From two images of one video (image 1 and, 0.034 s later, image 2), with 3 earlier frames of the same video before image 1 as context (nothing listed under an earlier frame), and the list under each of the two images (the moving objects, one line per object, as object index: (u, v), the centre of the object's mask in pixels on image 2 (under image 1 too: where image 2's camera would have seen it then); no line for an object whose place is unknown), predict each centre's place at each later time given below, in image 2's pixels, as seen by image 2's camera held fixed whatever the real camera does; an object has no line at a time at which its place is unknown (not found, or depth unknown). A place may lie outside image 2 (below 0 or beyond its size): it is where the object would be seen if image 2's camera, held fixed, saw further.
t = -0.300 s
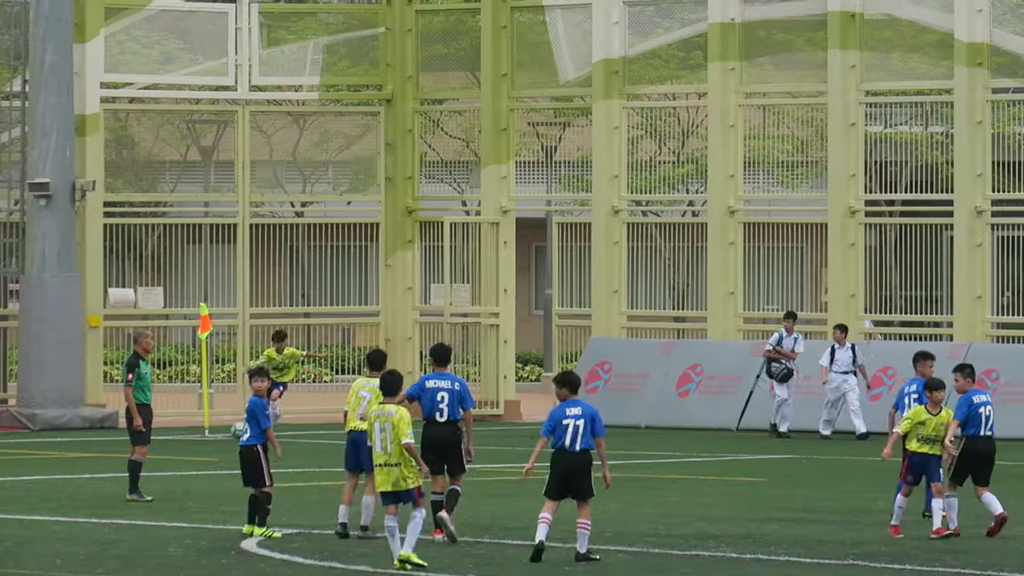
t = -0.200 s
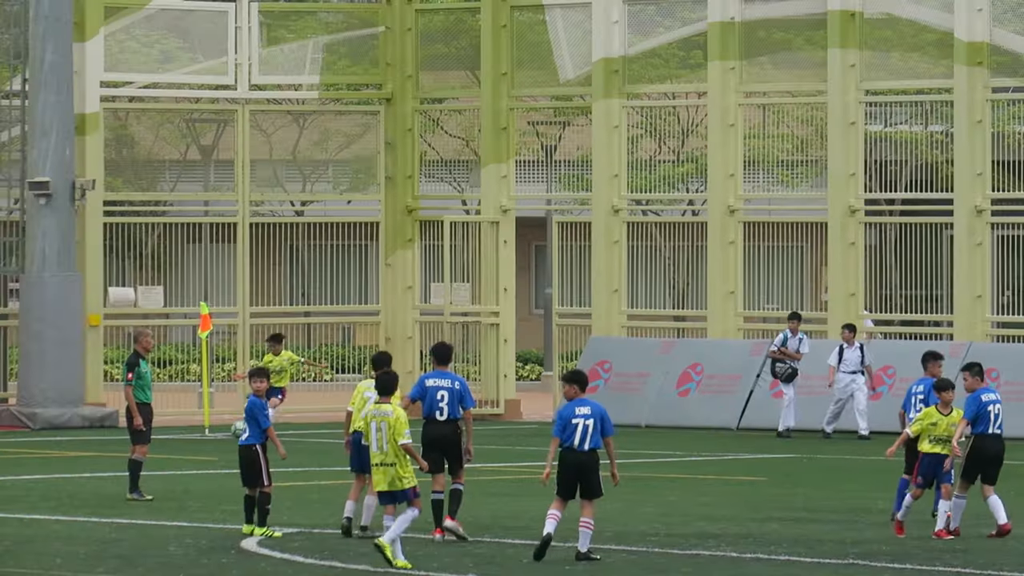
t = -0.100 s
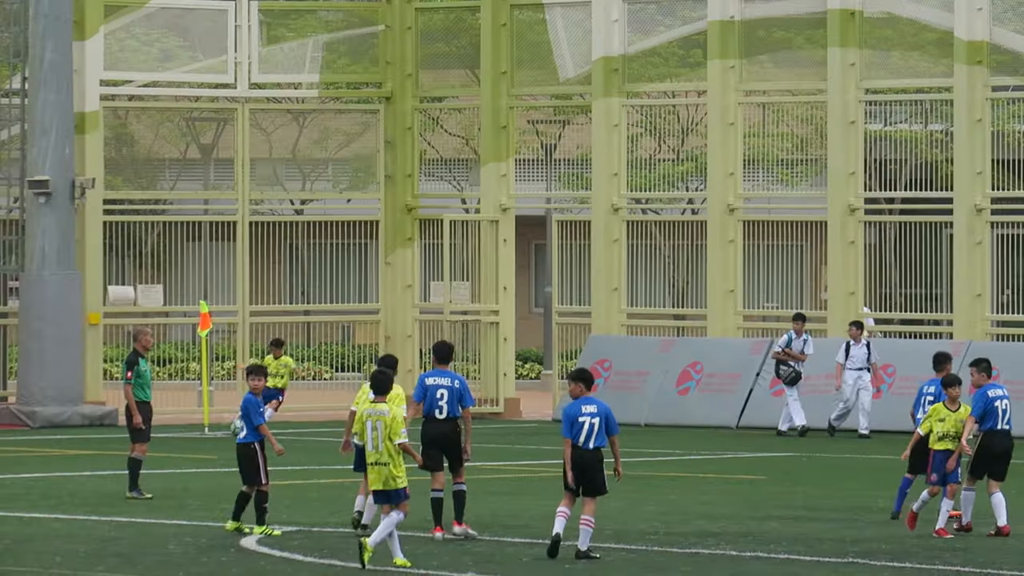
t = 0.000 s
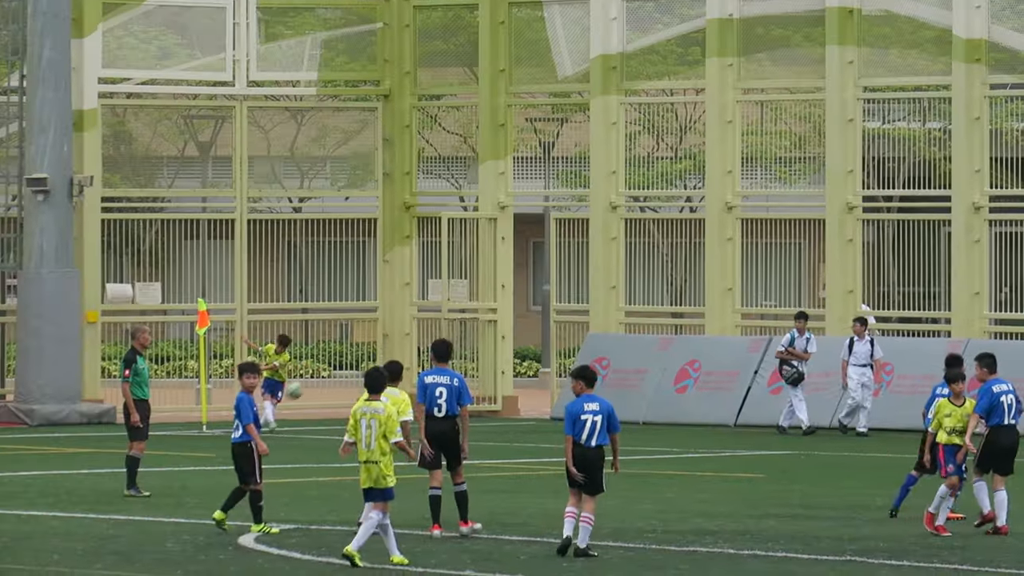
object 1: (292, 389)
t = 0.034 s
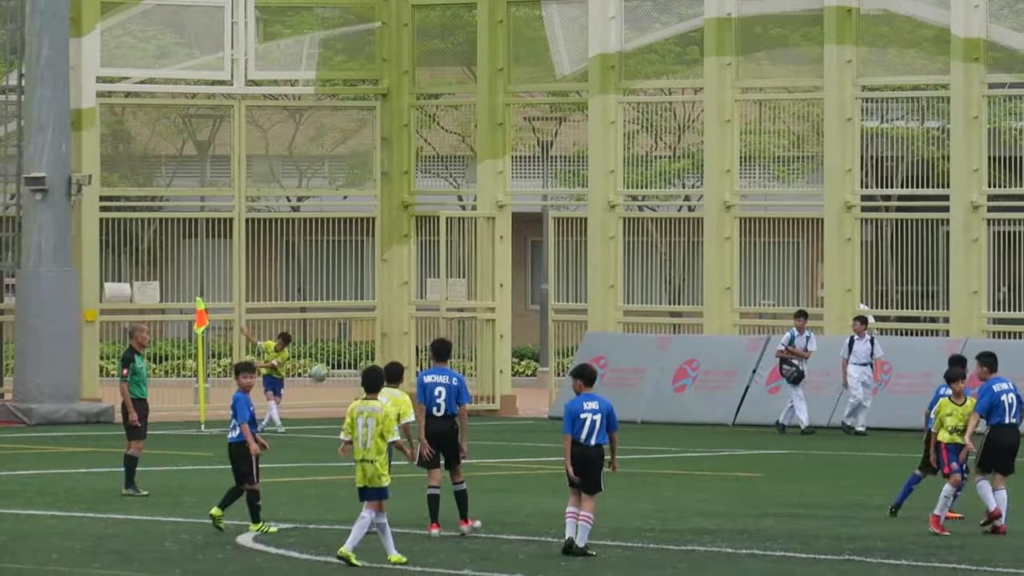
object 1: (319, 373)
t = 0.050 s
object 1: (332, 365)
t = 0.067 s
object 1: (344, 357)
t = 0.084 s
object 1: (357, 349)
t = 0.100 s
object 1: (372, 341)
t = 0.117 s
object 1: (385, 334)
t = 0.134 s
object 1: (398, 327)
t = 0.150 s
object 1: (411, 320)
